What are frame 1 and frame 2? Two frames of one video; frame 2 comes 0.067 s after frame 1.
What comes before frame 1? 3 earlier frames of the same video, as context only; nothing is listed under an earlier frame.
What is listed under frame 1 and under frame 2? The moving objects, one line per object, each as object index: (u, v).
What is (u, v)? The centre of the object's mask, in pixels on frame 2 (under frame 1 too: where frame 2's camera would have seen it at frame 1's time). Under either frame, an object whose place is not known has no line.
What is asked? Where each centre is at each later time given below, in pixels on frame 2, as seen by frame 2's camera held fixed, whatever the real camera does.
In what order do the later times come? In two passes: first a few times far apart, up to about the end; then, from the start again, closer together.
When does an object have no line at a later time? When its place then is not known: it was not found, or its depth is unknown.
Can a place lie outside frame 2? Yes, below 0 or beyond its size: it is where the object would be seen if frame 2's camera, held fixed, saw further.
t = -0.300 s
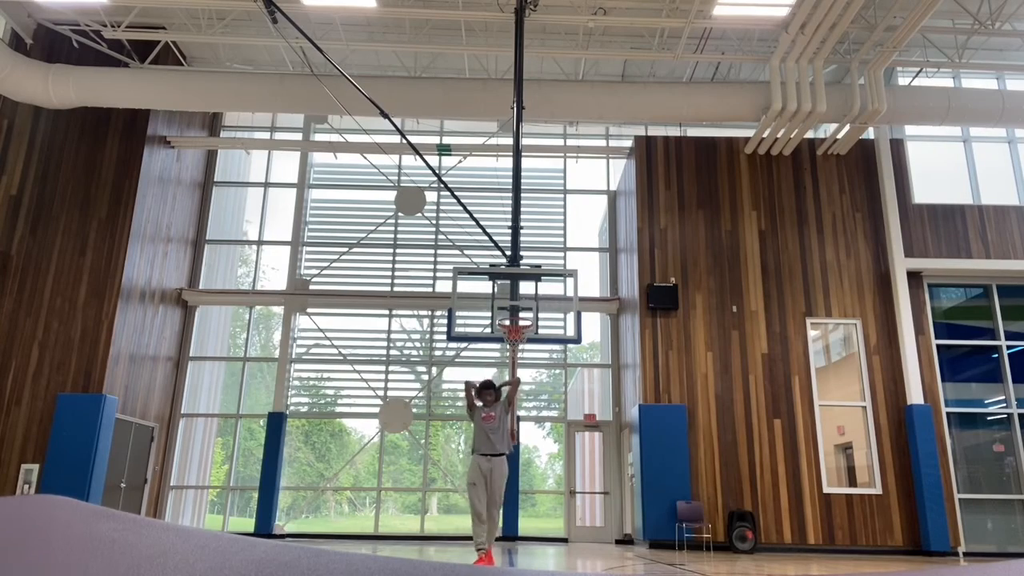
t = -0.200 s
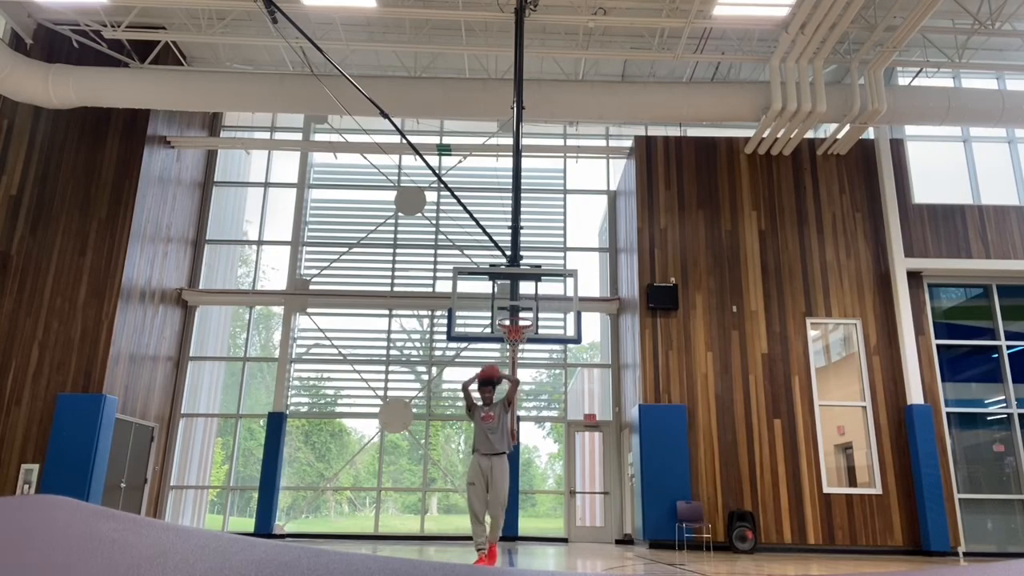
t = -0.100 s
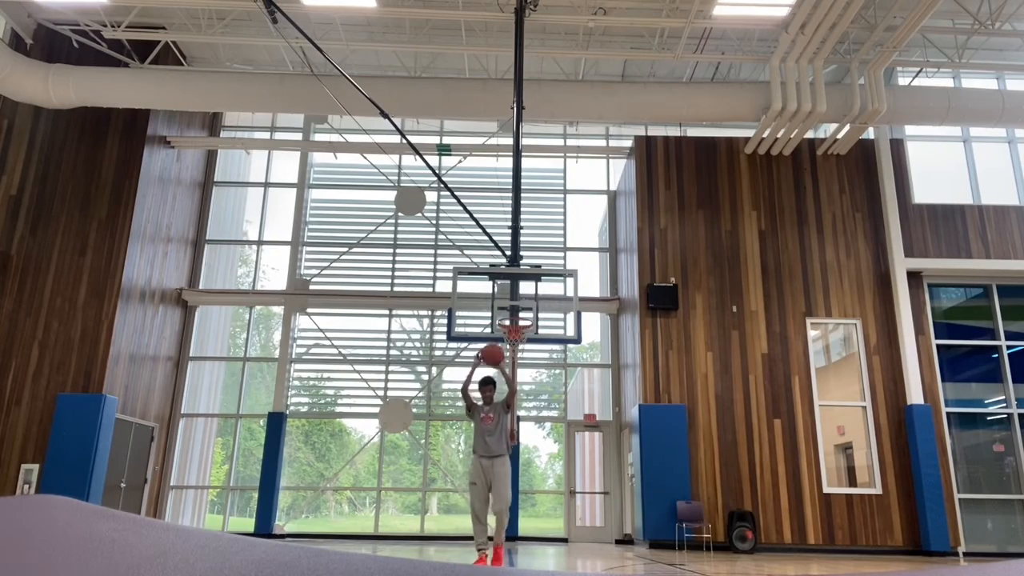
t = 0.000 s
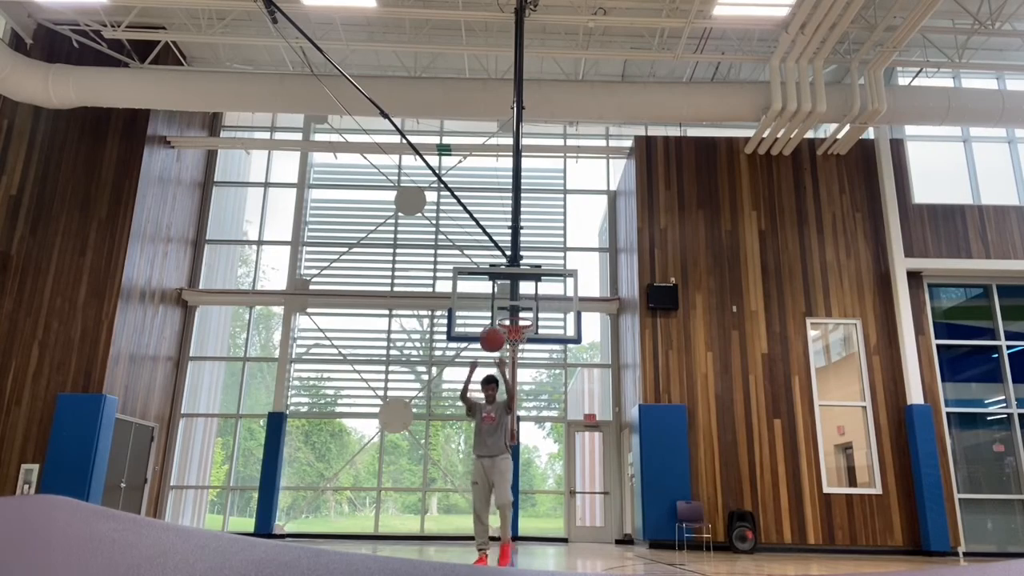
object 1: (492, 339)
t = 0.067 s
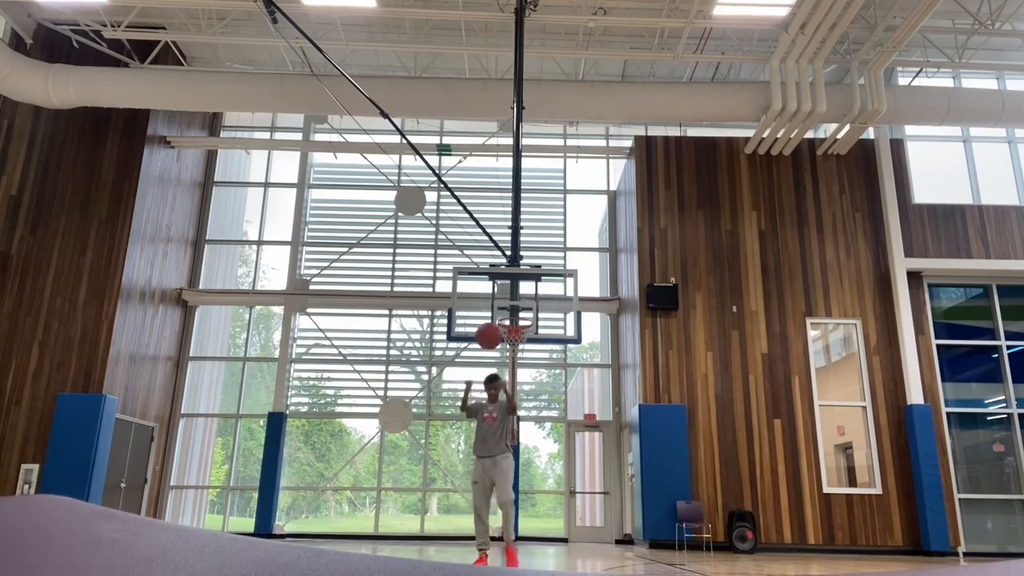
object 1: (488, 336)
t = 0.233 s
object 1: (478, 348)
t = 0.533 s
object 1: (439, 527)
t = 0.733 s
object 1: (435, 440)
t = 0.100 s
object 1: (486, 336)
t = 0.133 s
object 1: (485, 336)
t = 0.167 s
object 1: (483, 339)
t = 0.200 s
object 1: (480, 343)
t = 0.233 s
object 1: (478, 348)
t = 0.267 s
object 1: (475, 355)
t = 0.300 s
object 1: (471, 365)
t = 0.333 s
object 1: (468, 377)
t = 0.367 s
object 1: (464, 393)
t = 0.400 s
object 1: (460, 411)
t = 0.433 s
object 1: (455, 432)
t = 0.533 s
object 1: (439, 527)
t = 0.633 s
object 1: (430, 546)
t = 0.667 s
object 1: (431, 516)
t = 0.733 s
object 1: (435, 440)
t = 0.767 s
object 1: (438, 406)
